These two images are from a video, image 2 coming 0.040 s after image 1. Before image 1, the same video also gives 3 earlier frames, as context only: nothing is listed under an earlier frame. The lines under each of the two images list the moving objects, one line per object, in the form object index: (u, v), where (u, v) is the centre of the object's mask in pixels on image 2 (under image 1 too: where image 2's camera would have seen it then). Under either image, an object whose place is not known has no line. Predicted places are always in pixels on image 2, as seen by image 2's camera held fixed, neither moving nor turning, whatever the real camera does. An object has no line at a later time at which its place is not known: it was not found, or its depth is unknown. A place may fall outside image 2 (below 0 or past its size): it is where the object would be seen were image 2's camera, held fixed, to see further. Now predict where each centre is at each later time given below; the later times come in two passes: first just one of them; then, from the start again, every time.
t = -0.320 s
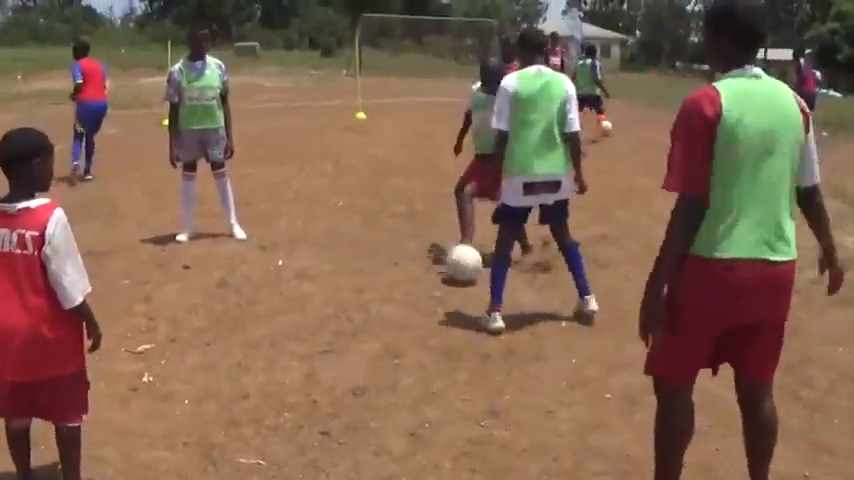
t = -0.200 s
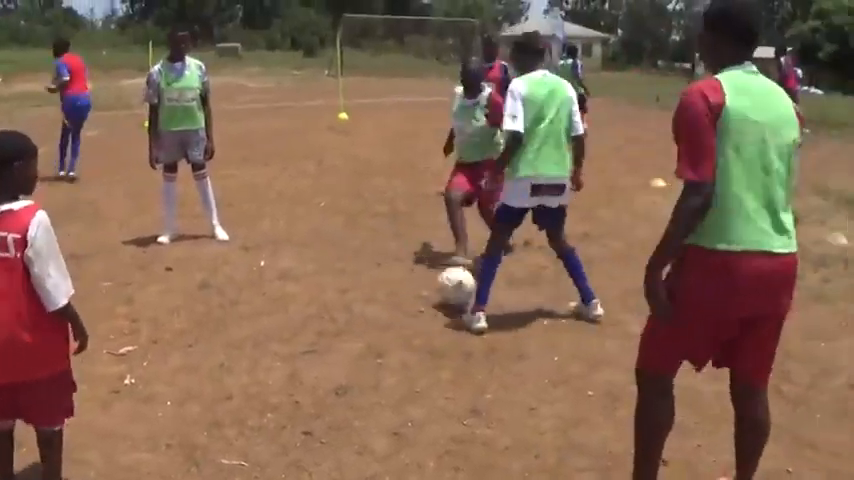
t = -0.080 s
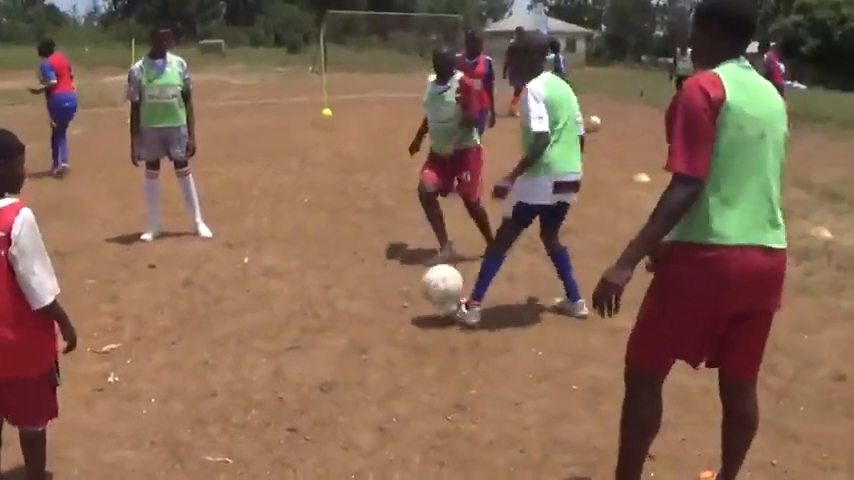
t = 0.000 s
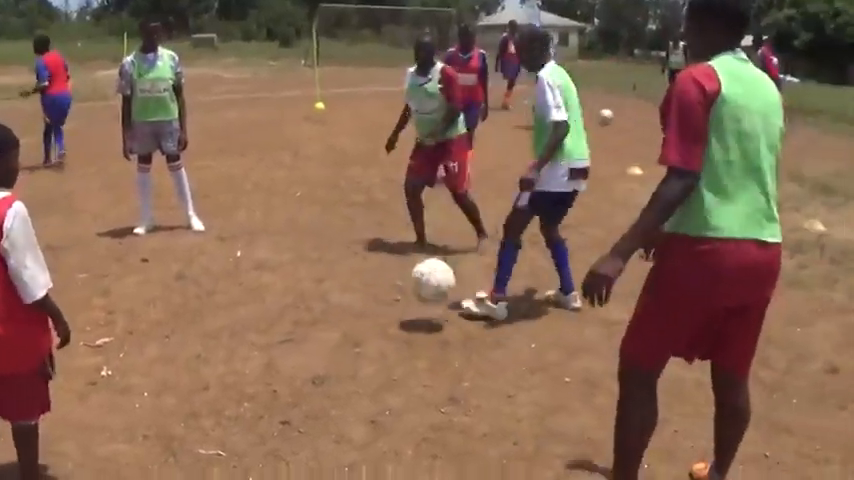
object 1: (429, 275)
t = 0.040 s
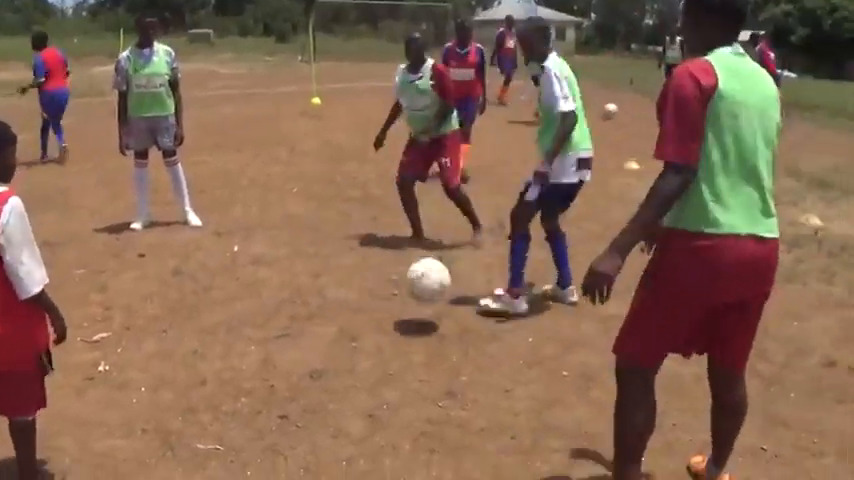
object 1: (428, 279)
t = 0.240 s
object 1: (418, 337)
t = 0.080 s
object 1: (426, 289)
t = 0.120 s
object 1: (424, 302)
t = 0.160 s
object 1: (422, 319)
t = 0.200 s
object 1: (419, 333)
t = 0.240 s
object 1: (418, 337)
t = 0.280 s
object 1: (416, 343)
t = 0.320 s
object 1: (414, 354)
